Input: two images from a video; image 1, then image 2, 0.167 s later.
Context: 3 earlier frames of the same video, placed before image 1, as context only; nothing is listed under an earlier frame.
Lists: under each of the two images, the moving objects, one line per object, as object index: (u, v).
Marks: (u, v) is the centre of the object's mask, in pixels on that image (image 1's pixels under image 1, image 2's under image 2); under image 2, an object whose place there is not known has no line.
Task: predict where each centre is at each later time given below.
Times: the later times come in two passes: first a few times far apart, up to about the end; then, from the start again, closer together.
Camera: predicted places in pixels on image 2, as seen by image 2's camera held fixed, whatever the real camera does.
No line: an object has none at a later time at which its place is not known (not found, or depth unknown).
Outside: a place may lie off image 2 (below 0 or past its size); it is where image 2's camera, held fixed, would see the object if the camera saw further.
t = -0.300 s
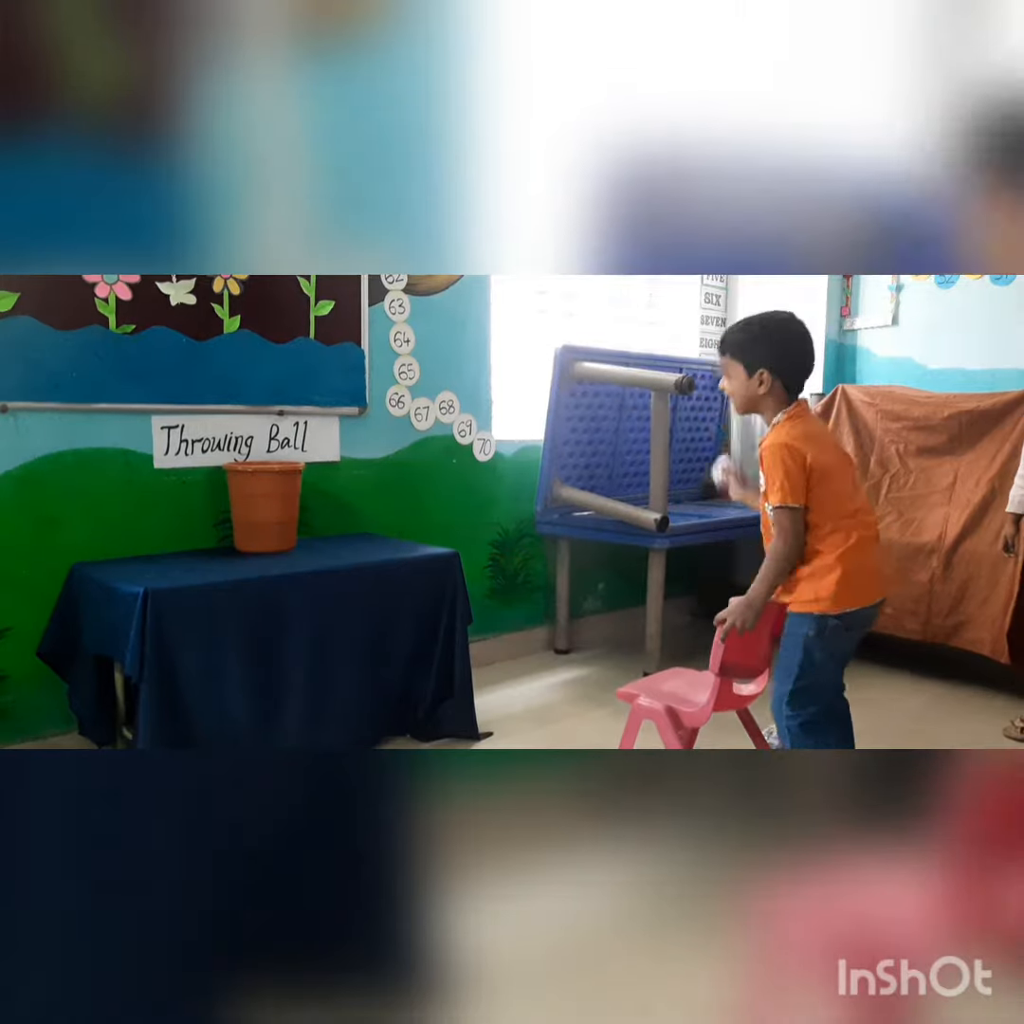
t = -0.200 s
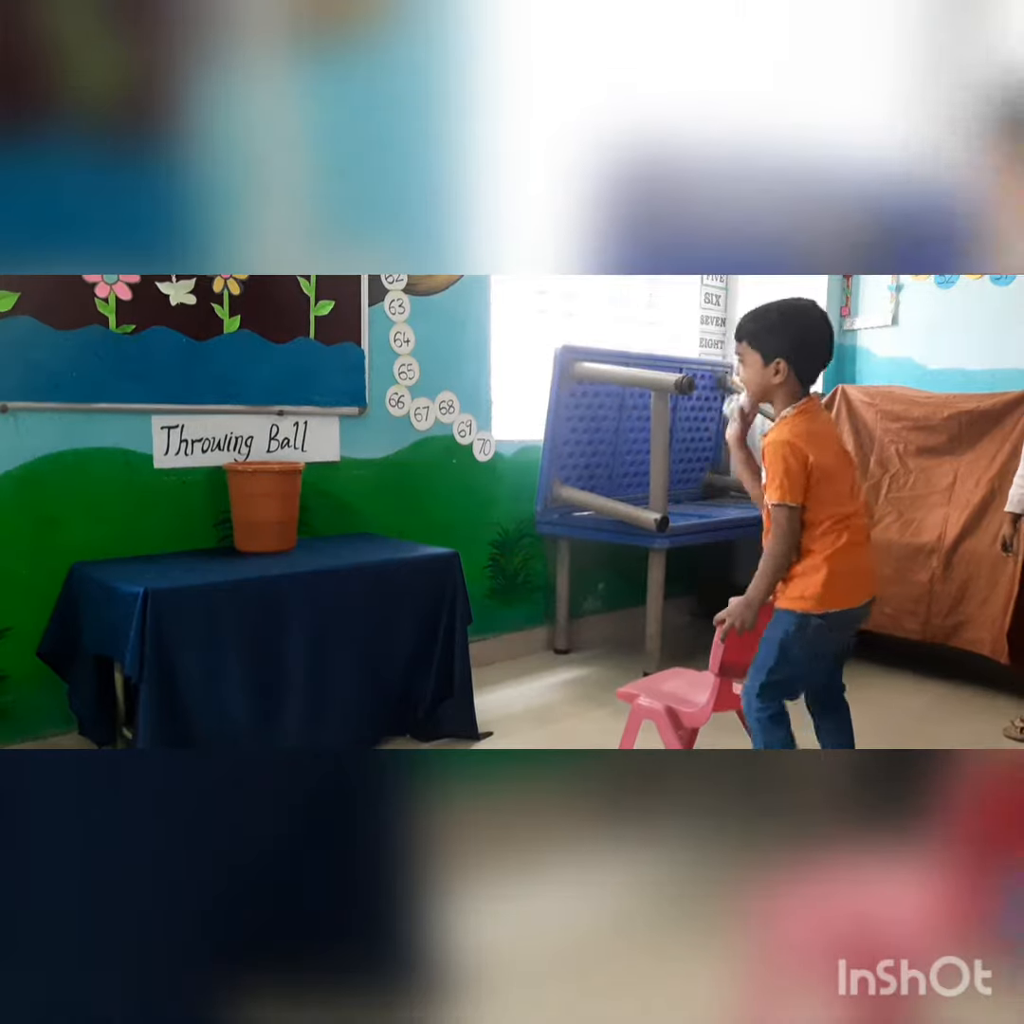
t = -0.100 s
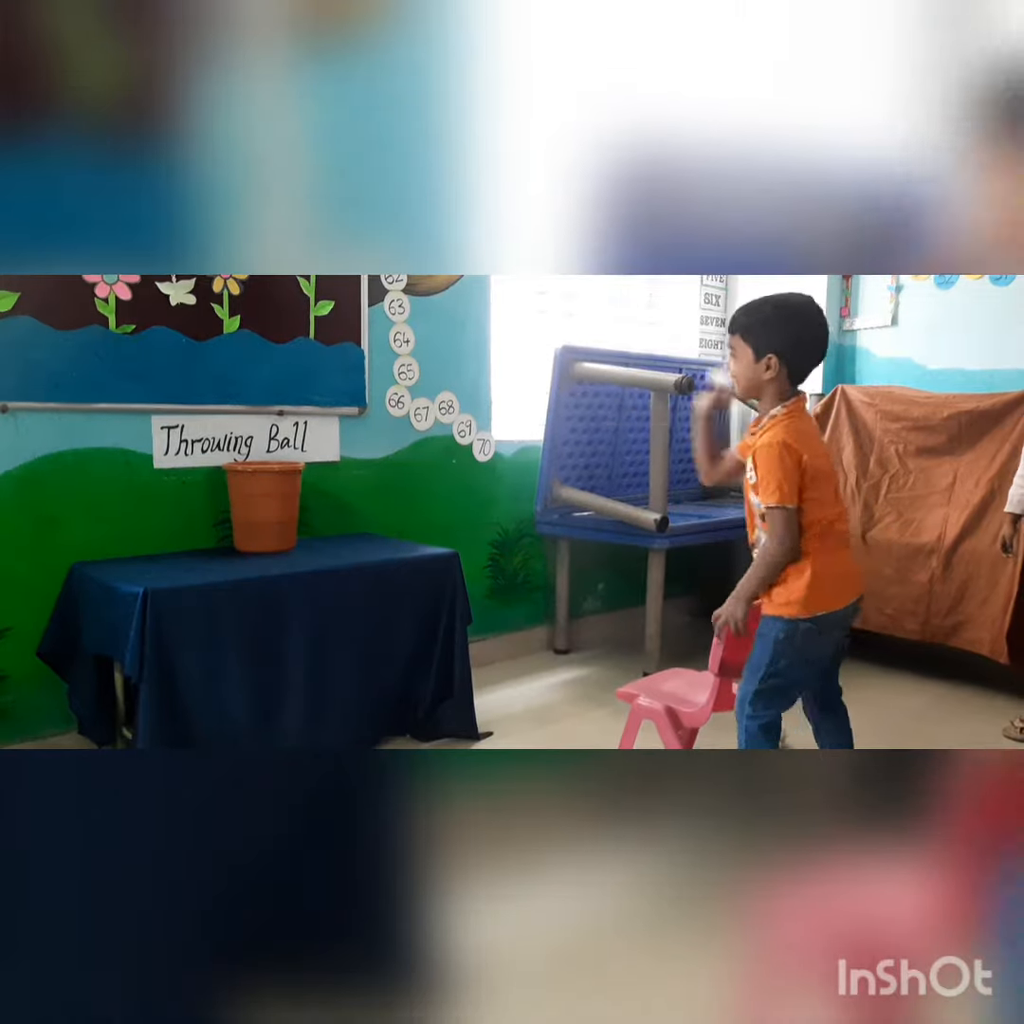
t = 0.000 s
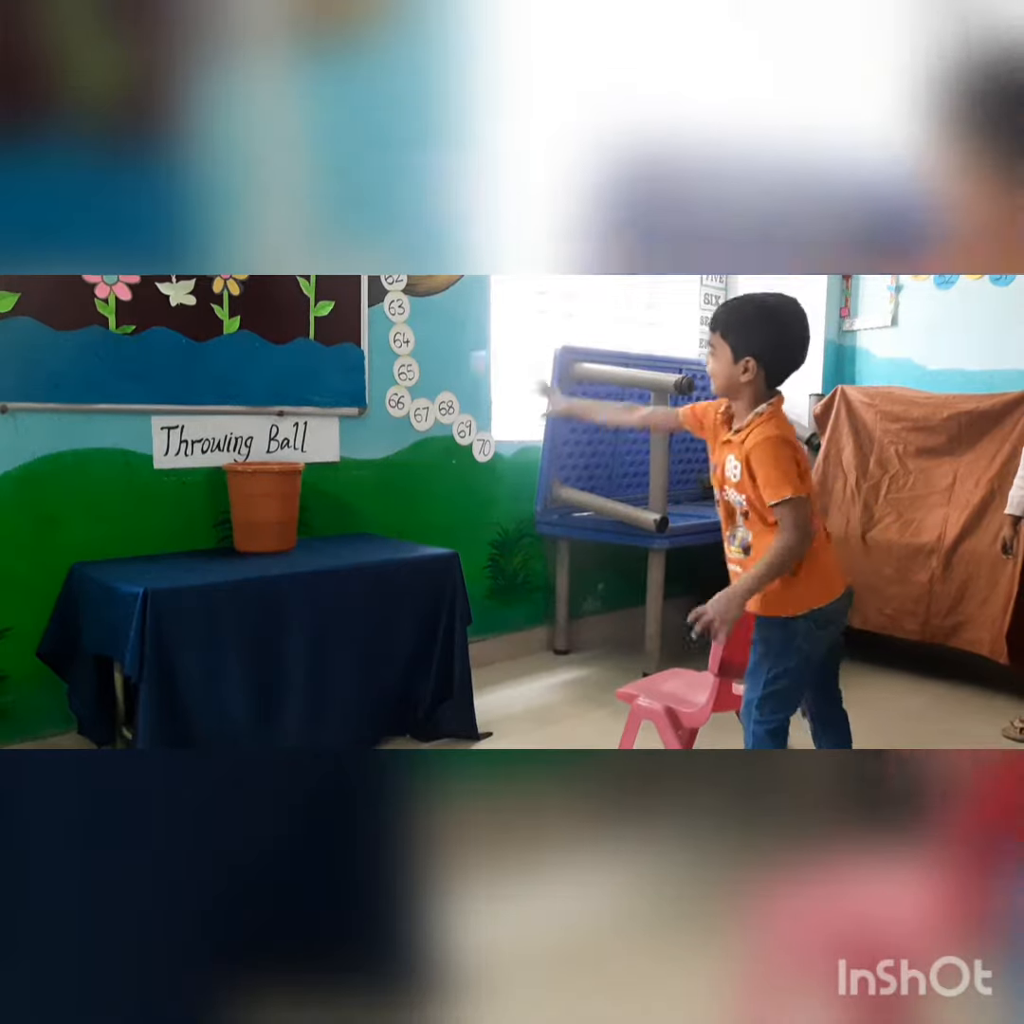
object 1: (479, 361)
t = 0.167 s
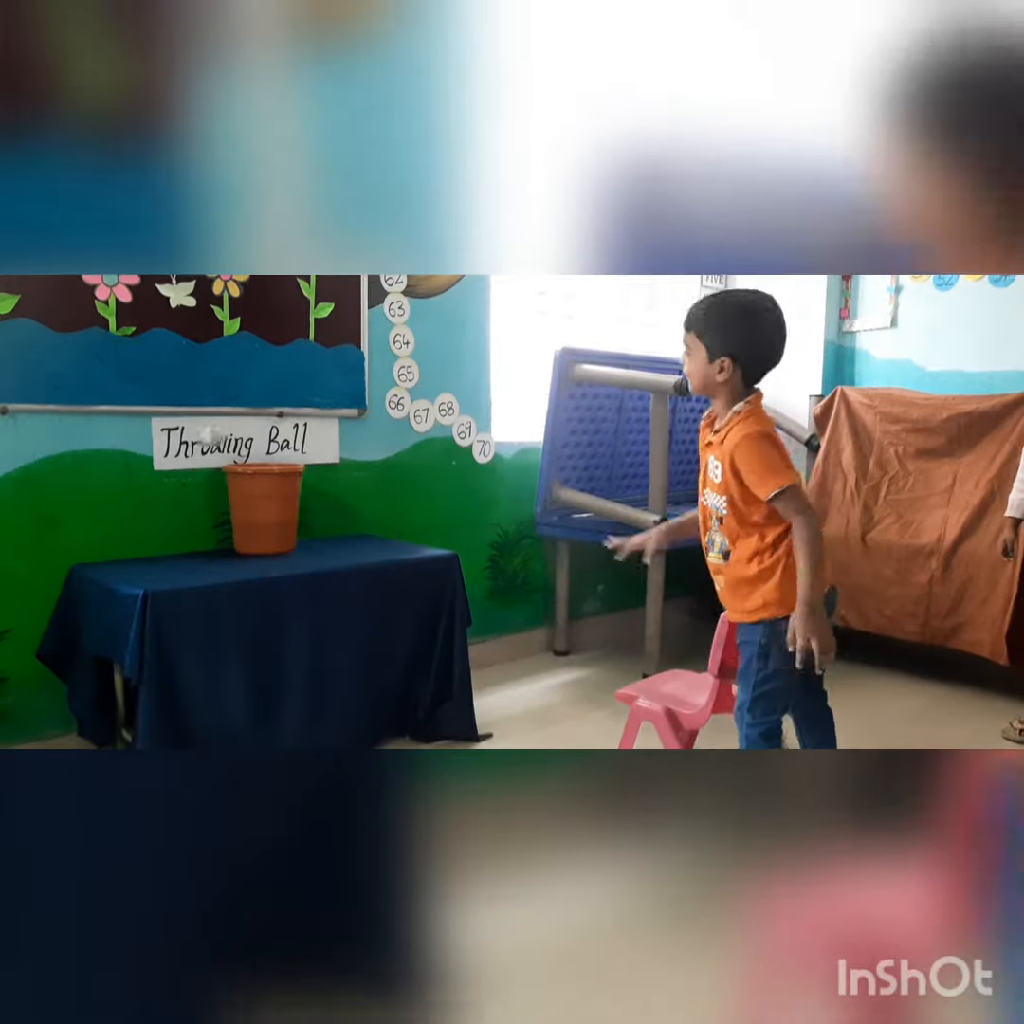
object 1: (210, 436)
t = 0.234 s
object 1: (174, 454)
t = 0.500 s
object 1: (263, 552)
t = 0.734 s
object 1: (341, 553)
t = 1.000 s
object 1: (440, 740)
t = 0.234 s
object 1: (174, 454)
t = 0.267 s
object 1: (172, 481)
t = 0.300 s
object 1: (167, 523)
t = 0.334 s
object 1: (168, 547)
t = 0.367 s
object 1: (188, 538)
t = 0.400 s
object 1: (209, 544)
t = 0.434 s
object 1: (220, 550)
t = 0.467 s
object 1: (242, 544)
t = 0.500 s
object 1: (263, 552)
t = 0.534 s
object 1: (273, 550)
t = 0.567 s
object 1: (293, 551)
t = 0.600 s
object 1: (310, 550)
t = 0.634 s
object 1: (320, 547)
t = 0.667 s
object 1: (325, 552)
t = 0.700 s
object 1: (336, 552)
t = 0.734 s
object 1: (341, 553)
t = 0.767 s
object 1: (350, 556)
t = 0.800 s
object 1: (364, 567)
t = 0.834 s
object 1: (376, 596)
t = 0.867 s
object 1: (383, 616)
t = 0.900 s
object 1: (395, 672)
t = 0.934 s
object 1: (405, 735)
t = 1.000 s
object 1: (440, 740)
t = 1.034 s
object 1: (461, 740)
